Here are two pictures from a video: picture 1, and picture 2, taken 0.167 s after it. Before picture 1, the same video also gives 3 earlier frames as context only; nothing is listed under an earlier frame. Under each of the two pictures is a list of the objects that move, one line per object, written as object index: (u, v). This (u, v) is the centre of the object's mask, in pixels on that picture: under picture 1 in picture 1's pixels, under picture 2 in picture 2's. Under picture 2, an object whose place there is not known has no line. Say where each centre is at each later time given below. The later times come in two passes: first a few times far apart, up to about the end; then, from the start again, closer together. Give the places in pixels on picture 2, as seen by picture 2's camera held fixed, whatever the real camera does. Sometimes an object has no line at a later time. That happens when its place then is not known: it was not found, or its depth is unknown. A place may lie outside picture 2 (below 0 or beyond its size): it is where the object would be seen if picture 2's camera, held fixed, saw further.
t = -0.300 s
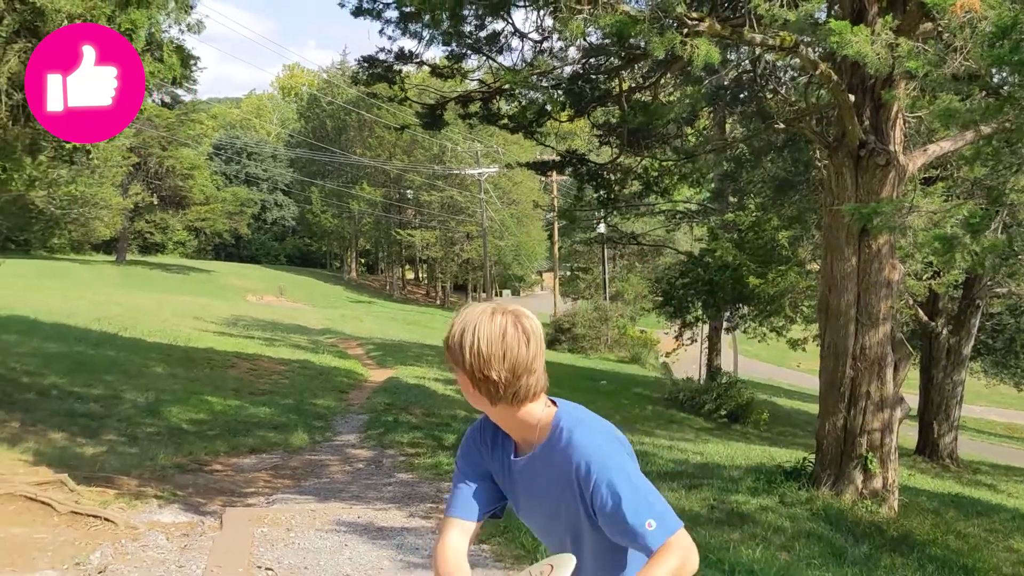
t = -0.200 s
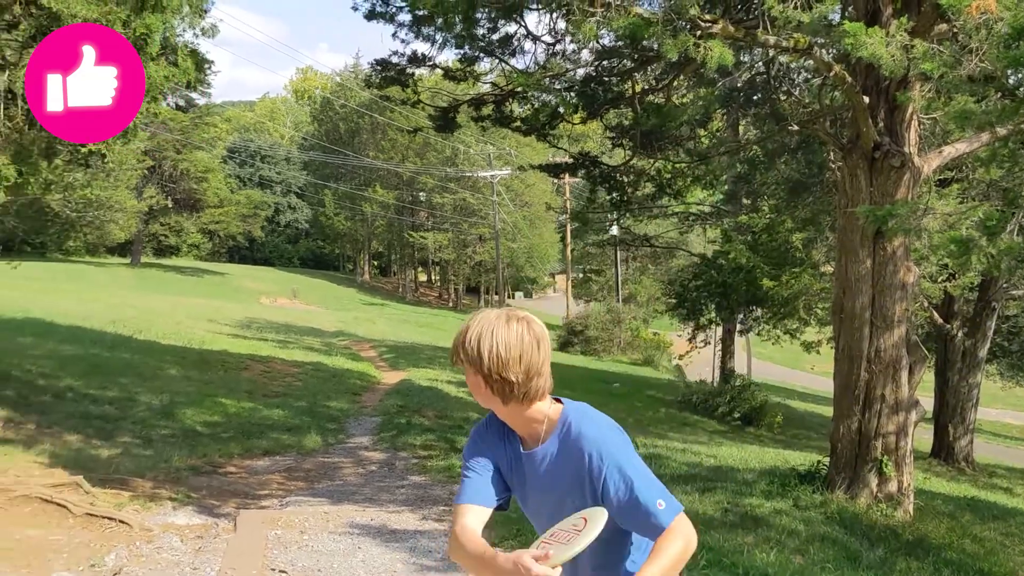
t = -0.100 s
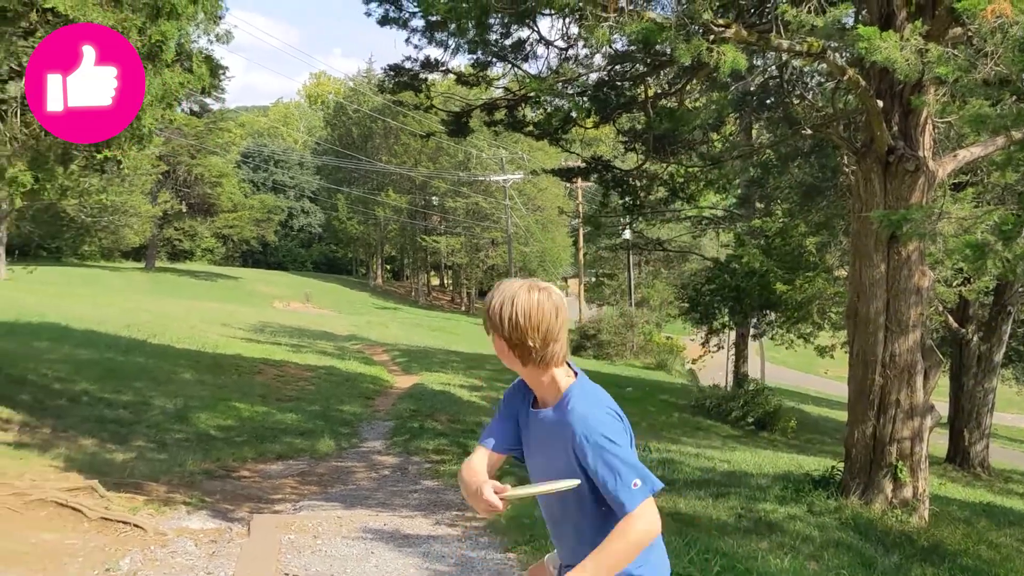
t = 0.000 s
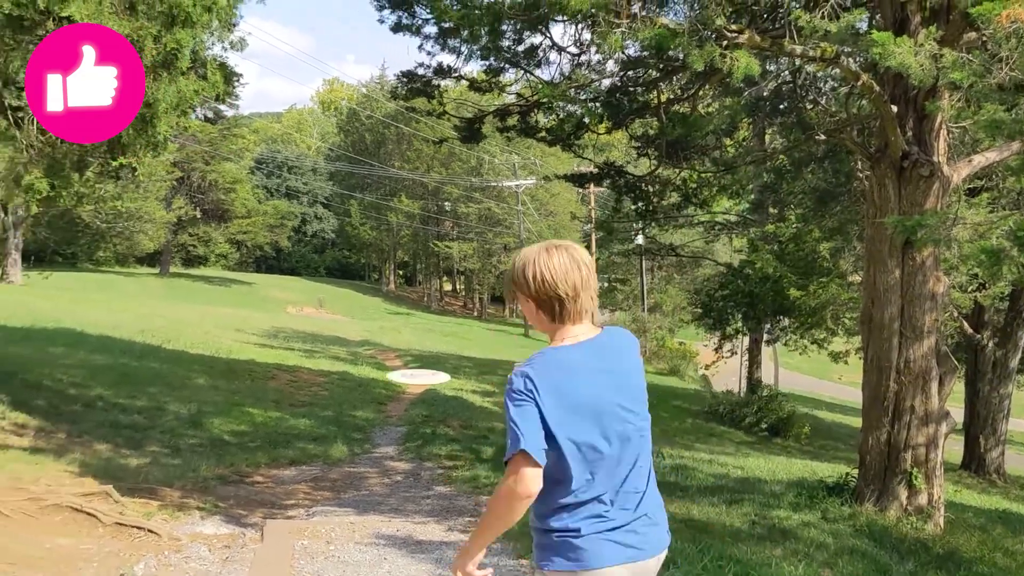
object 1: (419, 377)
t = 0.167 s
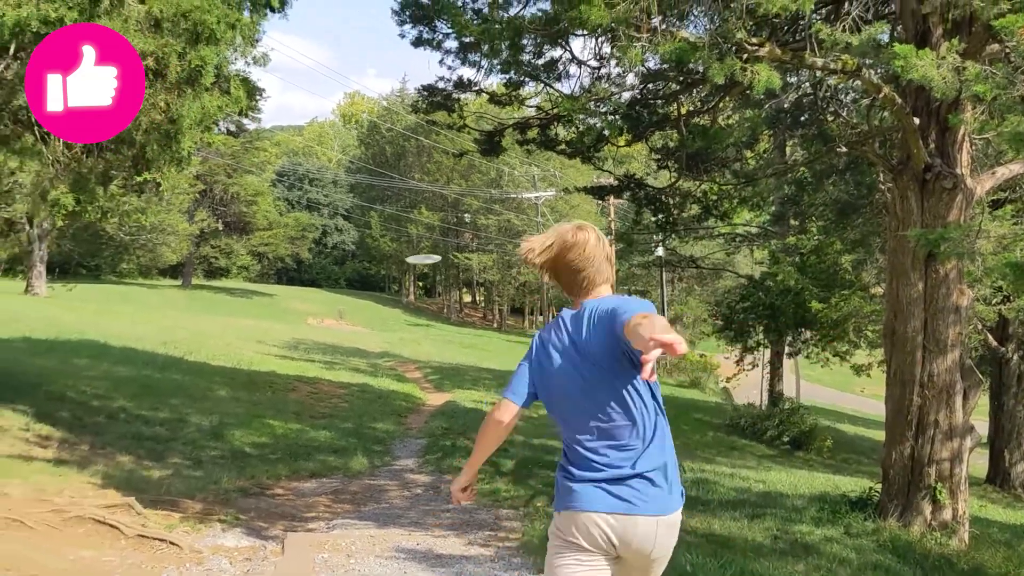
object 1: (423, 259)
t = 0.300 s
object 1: (420, 230)
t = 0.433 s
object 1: (418, 219)
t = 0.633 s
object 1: (418, 212)
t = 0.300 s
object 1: (420, 230)
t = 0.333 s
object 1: (419, 226)
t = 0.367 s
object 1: (419, 222)
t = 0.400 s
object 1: (418, 221)
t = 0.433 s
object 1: (418, 219)
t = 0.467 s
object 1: (418, 217)
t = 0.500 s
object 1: (417, 215)
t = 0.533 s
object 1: (417, 214)
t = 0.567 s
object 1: (417, 213)
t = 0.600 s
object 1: (417, 213)
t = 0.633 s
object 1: (418, 212)
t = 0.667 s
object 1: (418, 213)
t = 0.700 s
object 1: (418, 213)
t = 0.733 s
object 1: (419, 213)
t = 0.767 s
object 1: (419, 213)
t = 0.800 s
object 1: (419, 213)
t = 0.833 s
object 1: (418, 214)
